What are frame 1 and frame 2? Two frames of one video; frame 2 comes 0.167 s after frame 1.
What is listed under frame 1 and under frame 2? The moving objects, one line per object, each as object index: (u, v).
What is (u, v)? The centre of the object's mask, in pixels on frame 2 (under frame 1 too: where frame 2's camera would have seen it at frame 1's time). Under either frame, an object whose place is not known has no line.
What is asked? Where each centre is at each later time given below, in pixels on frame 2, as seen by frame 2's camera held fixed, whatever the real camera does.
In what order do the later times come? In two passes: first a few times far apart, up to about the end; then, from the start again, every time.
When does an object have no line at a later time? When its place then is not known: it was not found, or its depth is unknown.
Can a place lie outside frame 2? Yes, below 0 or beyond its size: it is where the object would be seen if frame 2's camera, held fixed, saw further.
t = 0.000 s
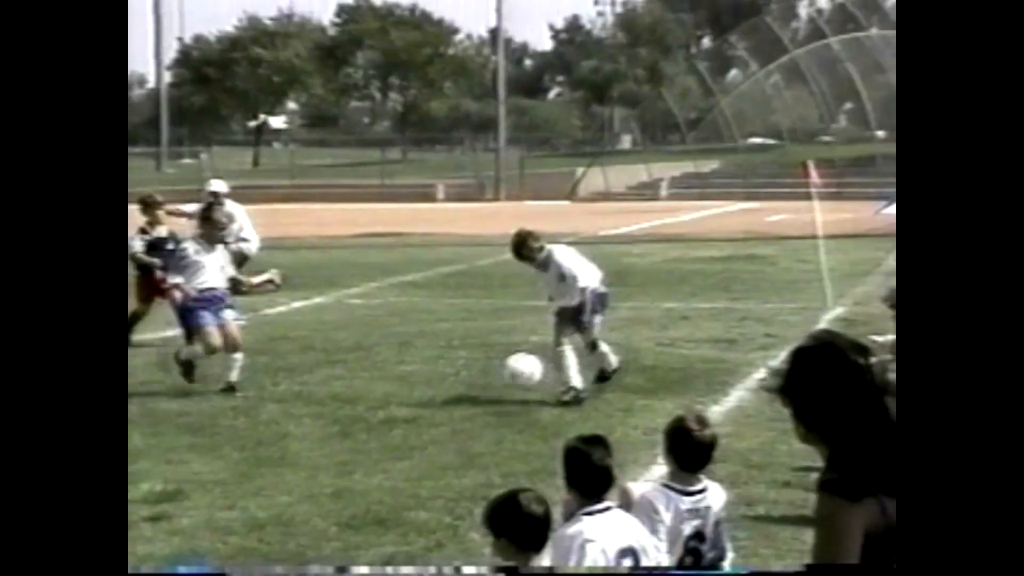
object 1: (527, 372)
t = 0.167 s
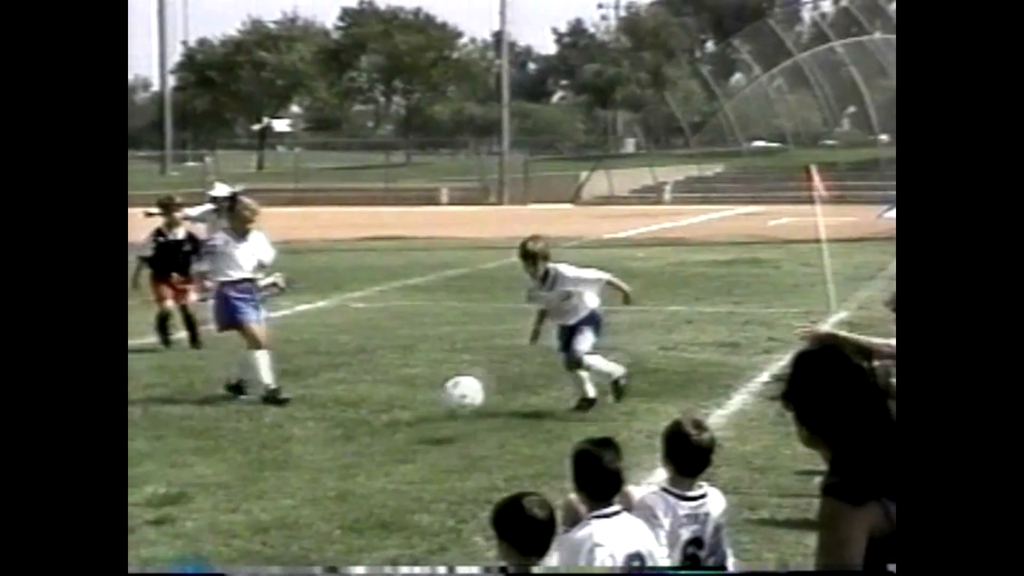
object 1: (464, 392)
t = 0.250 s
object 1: (430, 424)
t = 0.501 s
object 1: (371, 451)
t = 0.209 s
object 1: (447, 405)
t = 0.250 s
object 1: (430, 424)
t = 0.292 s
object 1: (413, 439)
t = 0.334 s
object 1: (406, 436)
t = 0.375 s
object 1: (397, 434)
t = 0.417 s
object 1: (390, 435)
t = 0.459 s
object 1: (378, 442)
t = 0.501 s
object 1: (371, 451)
